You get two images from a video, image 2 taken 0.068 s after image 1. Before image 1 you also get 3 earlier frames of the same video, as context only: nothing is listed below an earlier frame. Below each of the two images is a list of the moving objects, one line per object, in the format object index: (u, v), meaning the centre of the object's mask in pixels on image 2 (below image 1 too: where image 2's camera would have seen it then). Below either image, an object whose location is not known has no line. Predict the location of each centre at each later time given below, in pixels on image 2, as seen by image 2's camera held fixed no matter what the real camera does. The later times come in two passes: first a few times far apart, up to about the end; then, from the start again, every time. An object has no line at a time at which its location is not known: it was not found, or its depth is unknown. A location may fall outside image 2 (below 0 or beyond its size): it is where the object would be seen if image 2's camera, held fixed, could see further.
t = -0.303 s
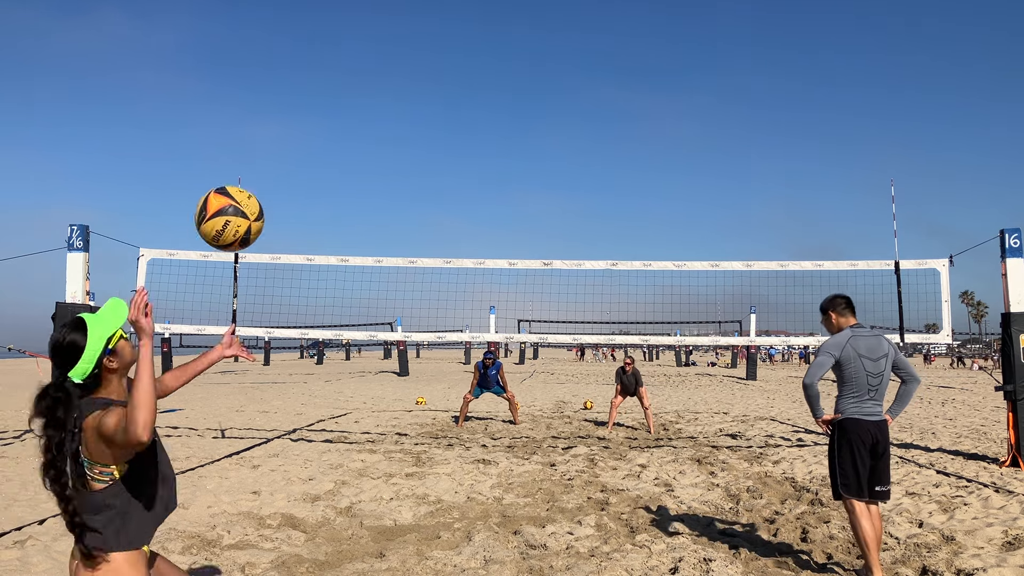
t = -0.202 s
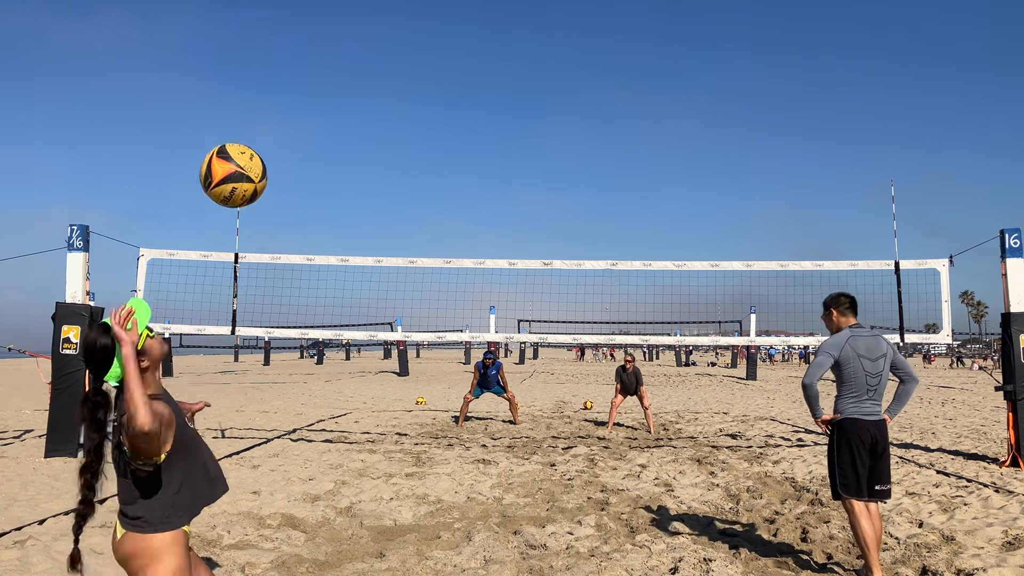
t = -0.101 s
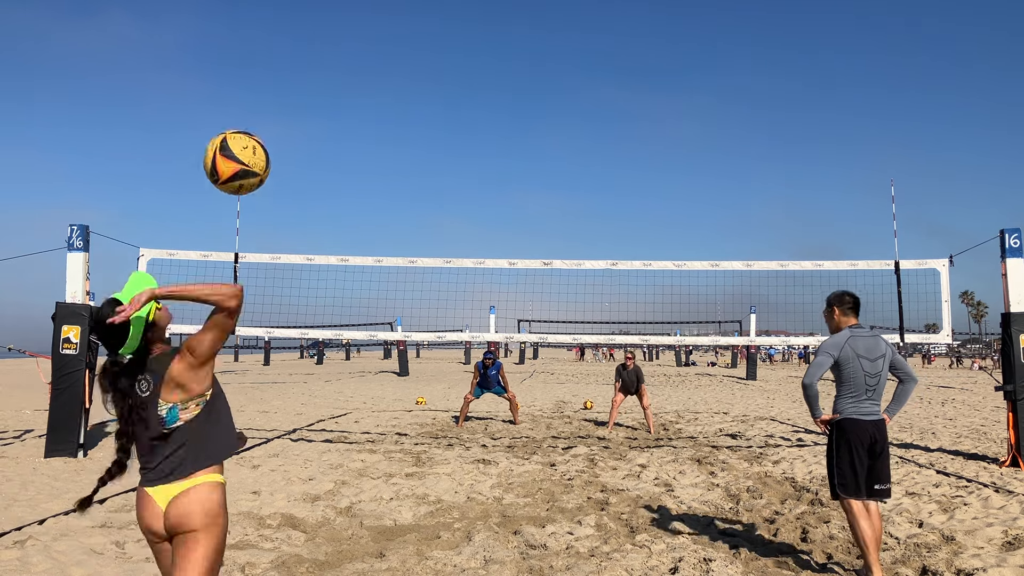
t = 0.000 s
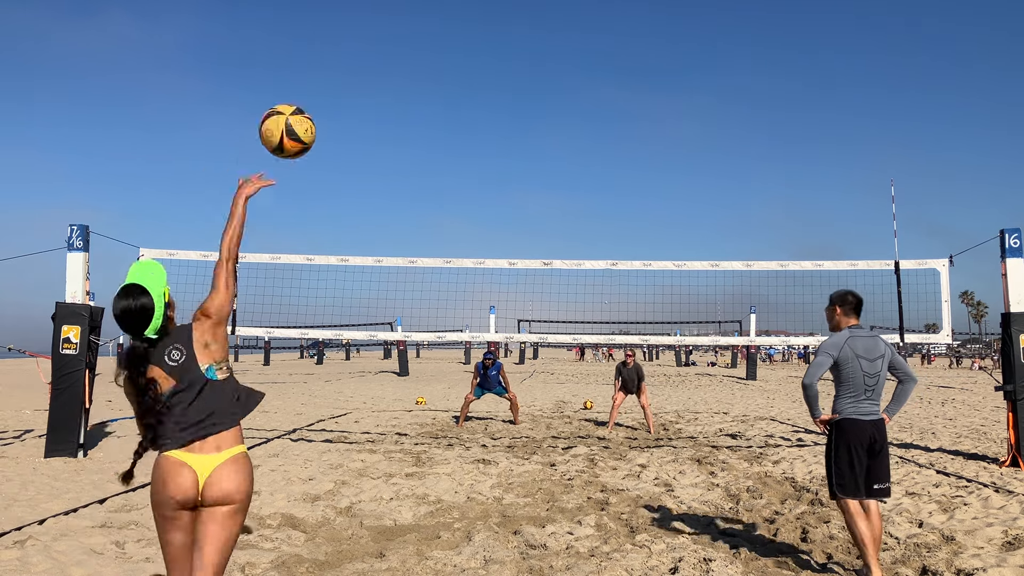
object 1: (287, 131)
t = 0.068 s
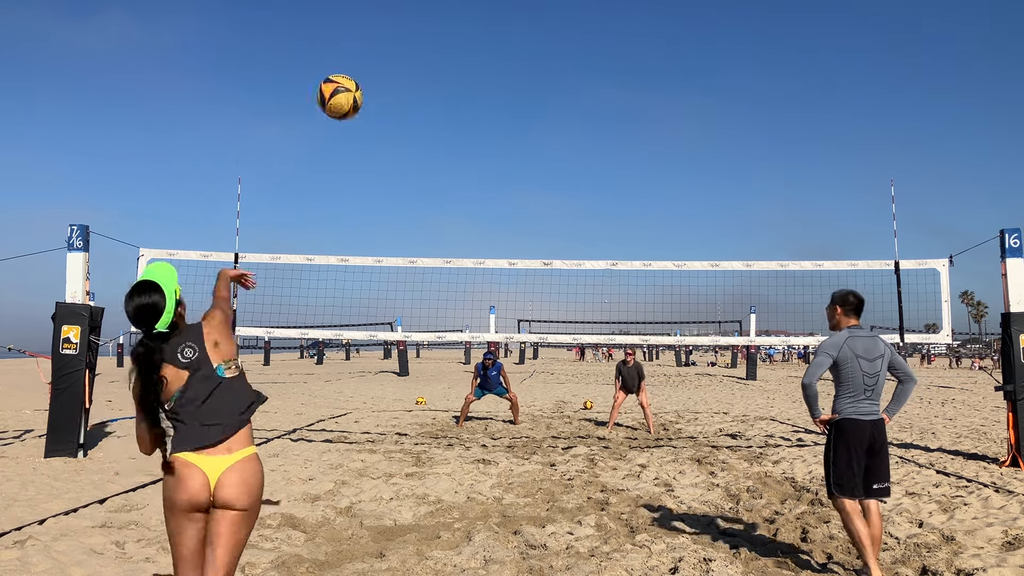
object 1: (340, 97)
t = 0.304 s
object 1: (434, 73)
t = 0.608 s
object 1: (480, 128)
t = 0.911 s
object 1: (507, 206)
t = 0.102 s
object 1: (359, 86)
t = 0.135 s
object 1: (376, 79)
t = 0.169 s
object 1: (391, 74)
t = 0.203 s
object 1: (404, 71)
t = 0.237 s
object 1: (415, 70)
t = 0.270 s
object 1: (425, 71)
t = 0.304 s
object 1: (434, 73)
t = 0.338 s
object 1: (442, 76)
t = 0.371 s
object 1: (448, 80)
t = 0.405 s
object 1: (454, 86)
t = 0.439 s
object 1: (459, 92)
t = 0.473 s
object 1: (464, 98)
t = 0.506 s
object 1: (468, 105)
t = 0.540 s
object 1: (472, 113)
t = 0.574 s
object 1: (476, 120)
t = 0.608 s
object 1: (480, 128)
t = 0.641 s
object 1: (483, 137)
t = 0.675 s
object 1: (487, 145)
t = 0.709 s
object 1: (491, 153)
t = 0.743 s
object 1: (494, 162)
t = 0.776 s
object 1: (497, 170)
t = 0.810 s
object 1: (500, 179)
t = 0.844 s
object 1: (503, 188)
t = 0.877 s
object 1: (505, 196)
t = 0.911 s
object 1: (507, 206)
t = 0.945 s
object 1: (510, 215)
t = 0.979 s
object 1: (512, 224)
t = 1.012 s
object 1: (514, 234)
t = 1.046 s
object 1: (516, 244)
